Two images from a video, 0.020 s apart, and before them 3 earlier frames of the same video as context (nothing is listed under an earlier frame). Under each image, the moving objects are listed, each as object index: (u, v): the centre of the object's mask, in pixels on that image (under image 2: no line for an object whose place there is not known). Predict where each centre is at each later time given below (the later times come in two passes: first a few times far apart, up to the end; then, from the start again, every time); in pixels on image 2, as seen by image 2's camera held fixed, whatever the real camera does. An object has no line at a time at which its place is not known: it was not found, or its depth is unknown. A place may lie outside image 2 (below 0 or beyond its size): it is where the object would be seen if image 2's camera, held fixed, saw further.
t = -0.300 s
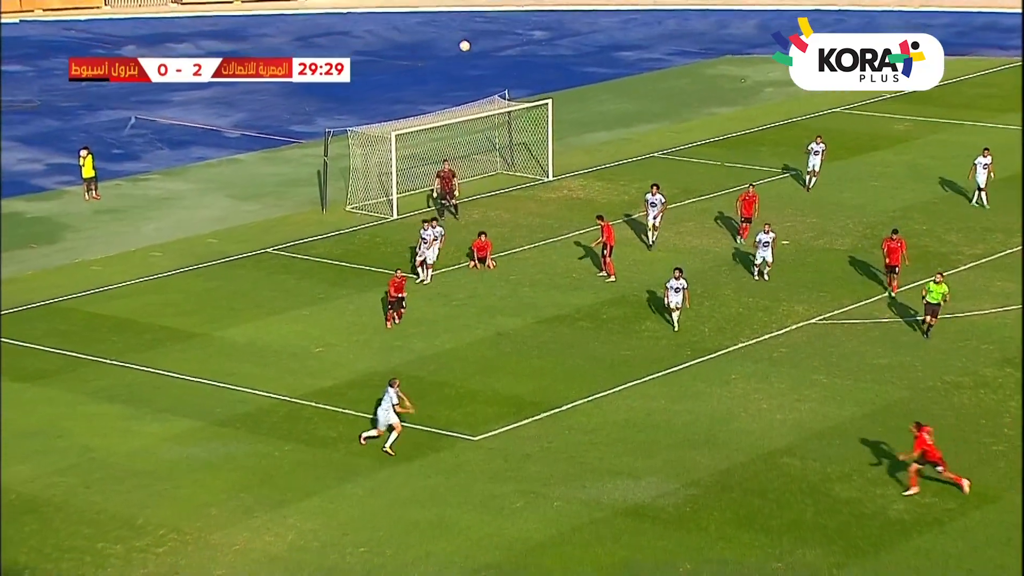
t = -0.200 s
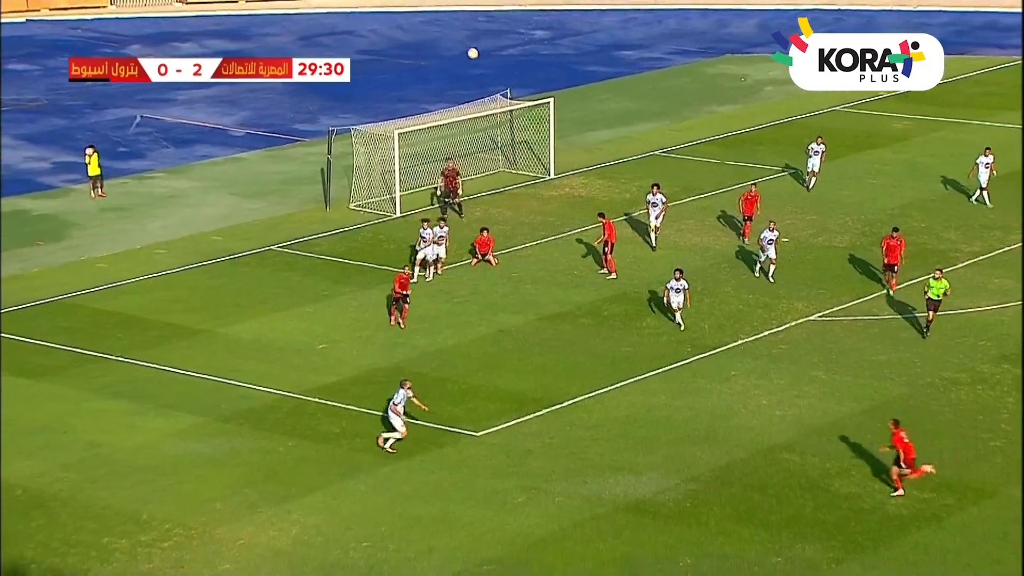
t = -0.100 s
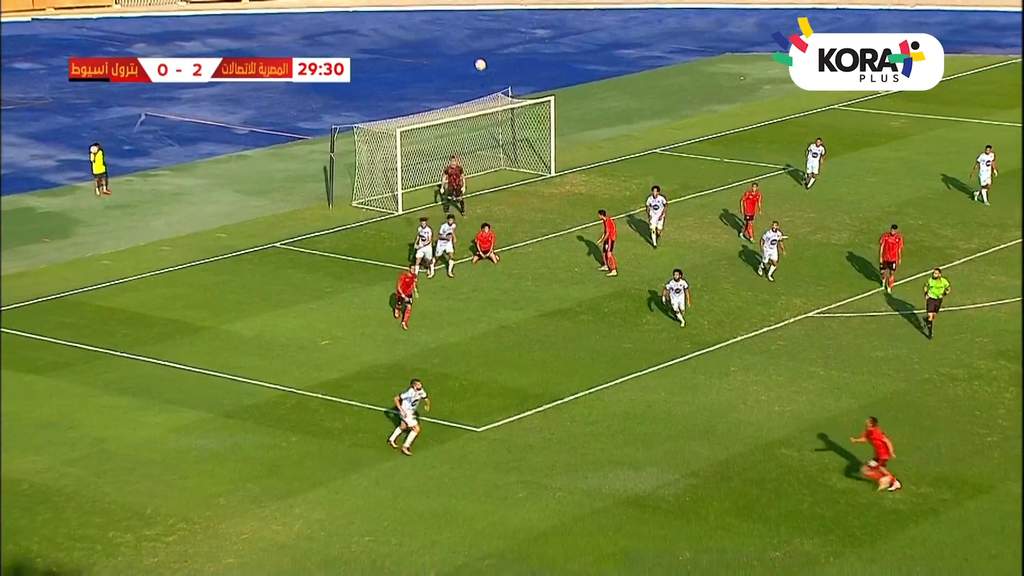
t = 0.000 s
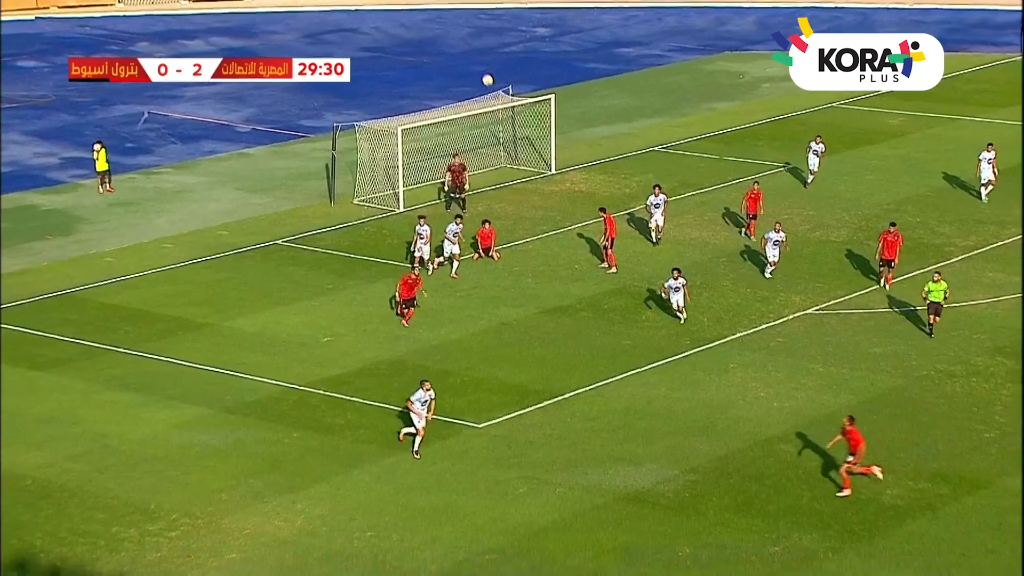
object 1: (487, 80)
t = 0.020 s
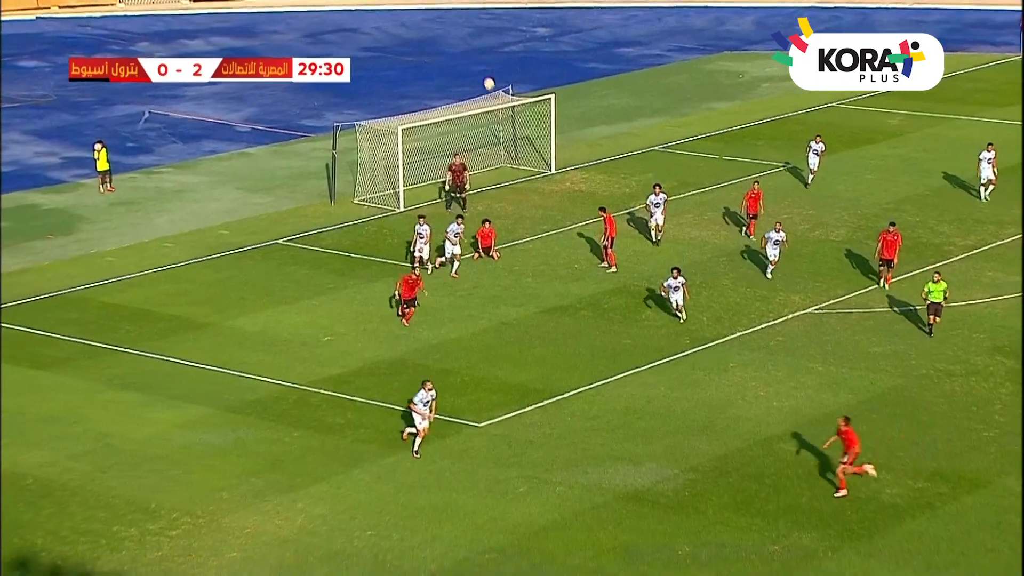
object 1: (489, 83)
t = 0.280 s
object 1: (506, 154)
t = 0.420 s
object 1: (516, 205)
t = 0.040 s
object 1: (490, 87)
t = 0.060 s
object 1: (491, 92)
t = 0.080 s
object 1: (492, 96)
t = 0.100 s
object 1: (493, 101)
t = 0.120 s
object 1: (495, 107)
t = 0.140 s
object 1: (497, 114)
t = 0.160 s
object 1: (498, 117)
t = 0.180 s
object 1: (499, 123)
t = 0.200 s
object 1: (500, 129)
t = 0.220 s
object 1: (502, 135)
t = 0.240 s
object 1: (503, 140)
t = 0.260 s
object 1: (504, 146)
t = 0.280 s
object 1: (506, 154)
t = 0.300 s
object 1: (507, 160)
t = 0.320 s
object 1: (508, 167)
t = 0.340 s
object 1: (510, 174)
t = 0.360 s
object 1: (511, 181)
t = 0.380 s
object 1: (513, 189)
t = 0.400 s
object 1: (514, 196)
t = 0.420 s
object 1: (516, 205)
